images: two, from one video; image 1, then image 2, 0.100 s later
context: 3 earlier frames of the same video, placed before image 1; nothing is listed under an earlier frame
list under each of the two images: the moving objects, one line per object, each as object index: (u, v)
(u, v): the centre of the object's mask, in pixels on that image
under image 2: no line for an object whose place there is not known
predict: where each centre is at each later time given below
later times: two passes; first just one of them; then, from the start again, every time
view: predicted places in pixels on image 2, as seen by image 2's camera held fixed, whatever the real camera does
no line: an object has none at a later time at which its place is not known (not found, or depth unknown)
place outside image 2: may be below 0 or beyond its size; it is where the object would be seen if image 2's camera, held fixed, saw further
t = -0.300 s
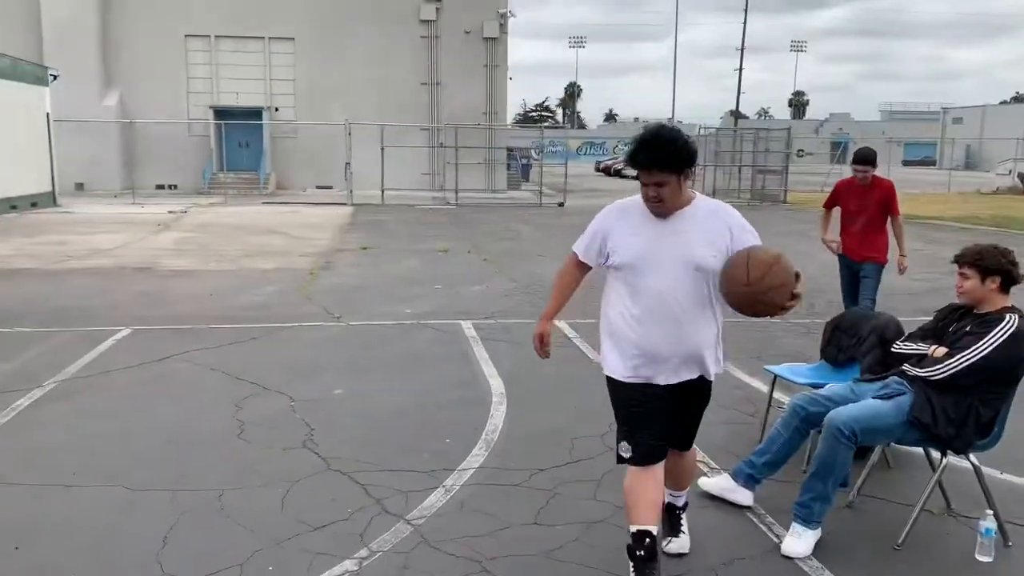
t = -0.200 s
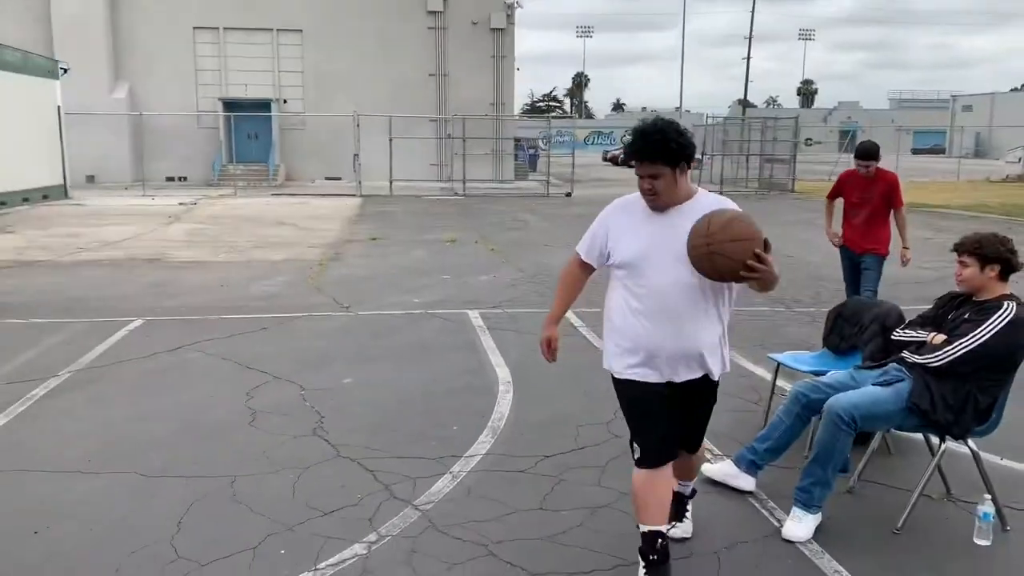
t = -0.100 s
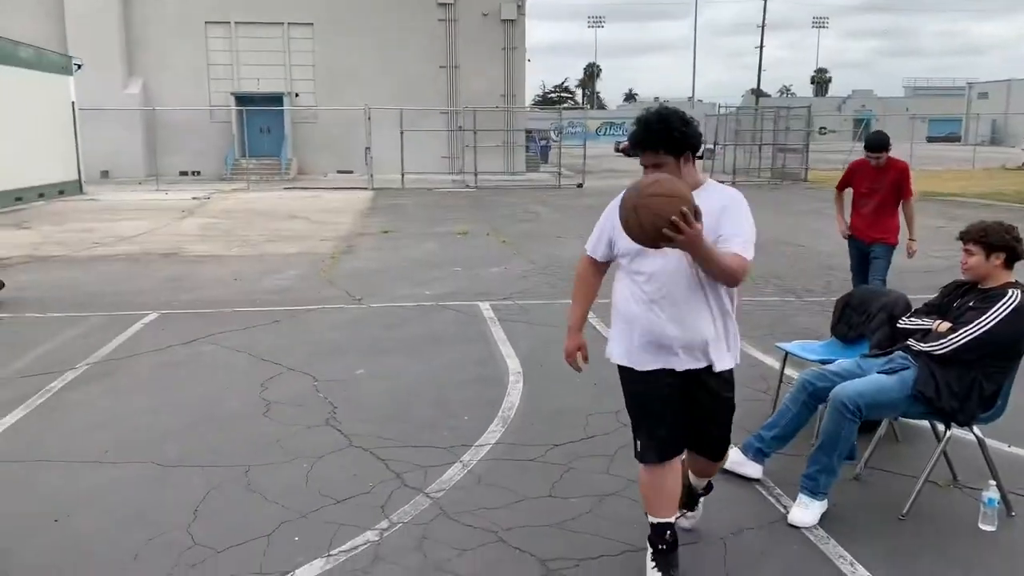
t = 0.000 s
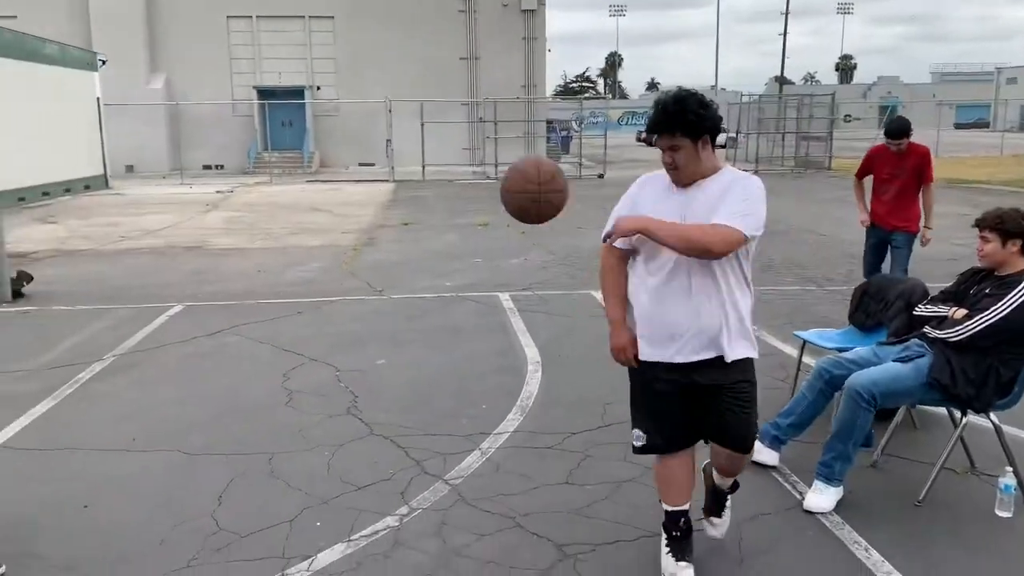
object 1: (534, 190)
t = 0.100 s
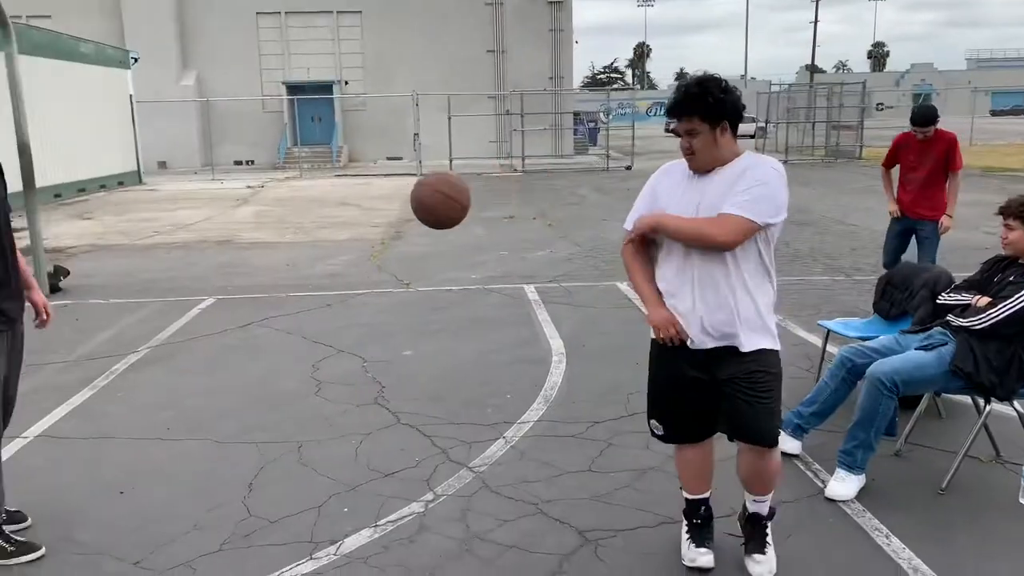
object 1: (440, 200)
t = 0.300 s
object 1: (279, 283)
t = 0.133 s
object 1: (408, 209)
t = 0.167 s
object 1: (378, 221)
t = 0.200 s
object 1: (349, 234)
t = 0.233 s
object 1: (324, 249)
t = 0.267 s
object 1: (301, 265)
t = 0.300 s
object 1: (279, 283)
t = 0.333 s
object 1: (259, 302)
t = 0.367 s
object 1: (240, 321)
